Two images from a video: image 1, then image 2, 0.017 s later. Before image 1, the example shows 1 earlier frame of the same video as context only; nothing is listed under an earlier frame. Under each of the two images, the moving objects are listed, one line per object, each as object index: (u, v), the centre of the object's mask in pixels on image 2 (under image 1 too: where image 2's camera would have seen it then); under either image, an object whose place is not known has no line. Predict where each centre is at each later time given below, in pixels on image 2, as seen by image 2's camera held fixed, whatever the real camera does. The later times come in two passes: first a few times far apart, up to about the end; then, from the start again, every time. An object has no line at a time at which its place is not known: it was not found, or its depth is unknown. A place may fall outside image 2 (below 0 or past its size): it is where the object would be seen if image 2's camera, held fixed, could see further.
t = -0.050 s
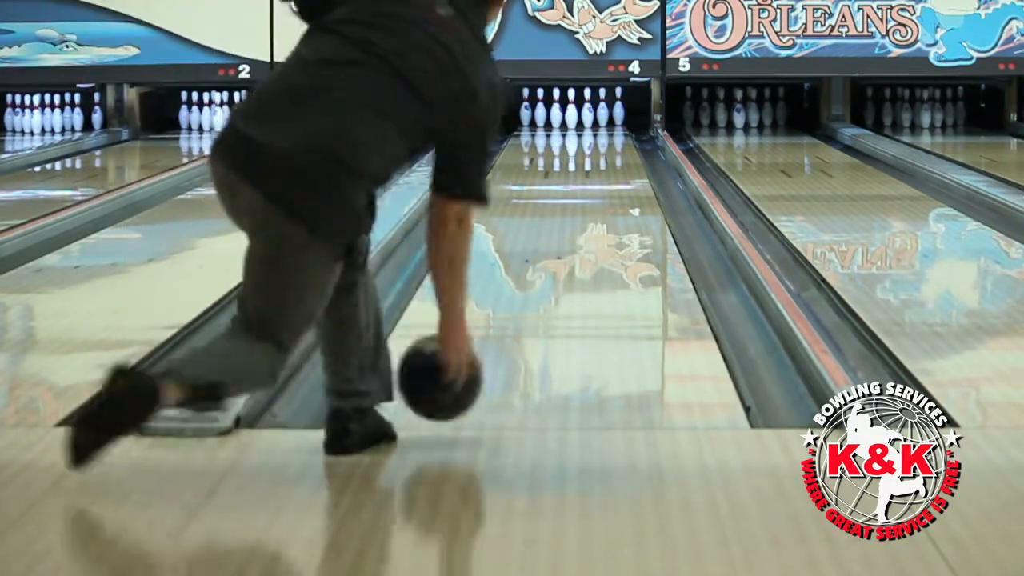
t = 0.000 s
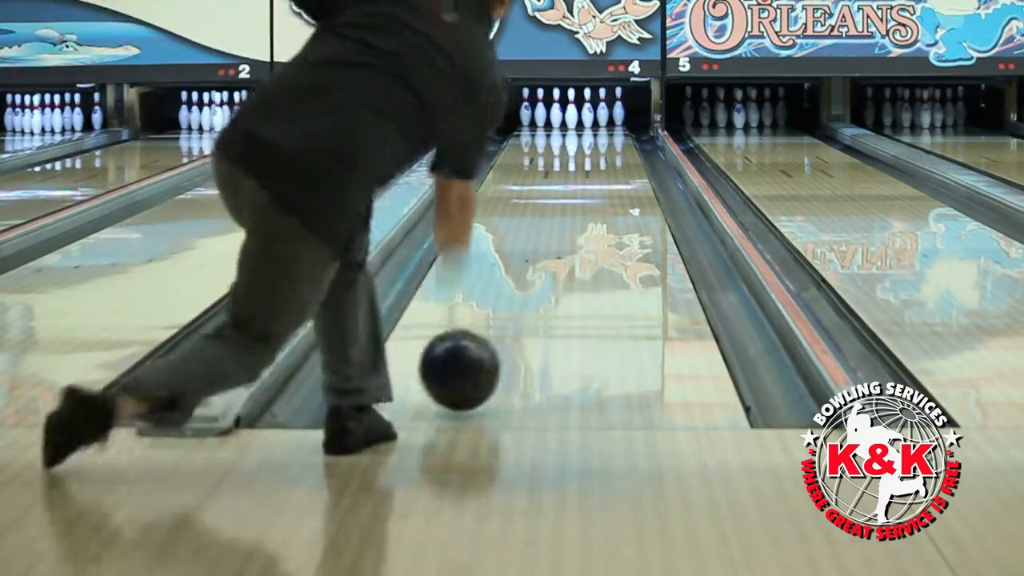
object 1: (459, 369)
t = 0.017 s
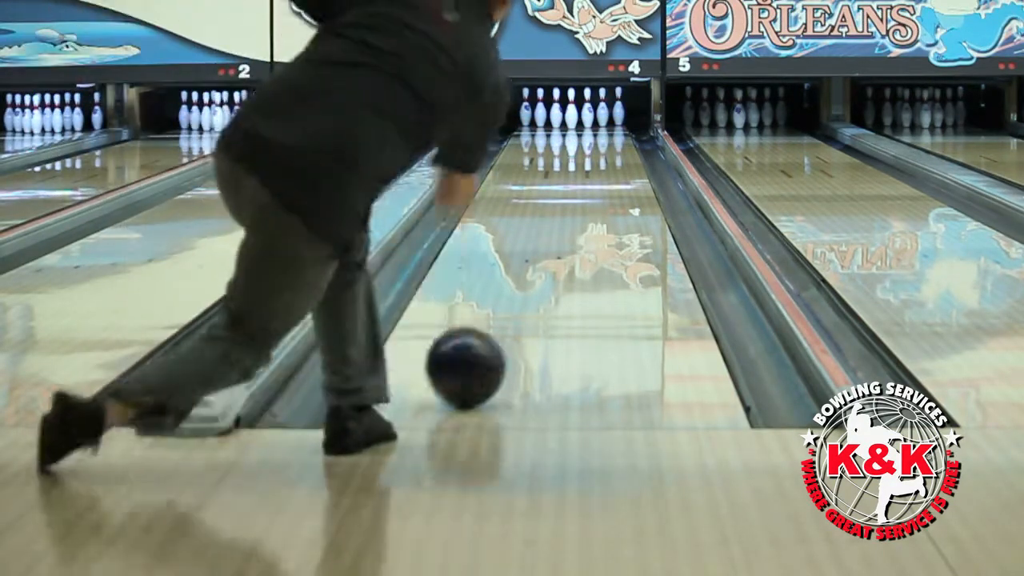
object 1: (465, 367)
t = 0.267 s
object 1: (529, 287)
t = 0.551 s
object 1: (572, 231)
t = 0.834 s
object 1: (598, 196)
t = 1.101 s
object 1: (614, 171)
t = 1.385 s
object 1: (622, 152)
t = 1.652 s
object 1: (620, 140)
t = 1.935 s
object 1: (607, 128)
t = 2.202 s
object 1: (586, 120)
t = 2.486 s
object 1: (579, 116)
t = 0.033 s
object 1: (471, 360)
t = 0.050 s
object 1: (476, 353)
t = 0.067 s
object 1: (481, 347)
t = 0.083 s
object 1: (486, 341)
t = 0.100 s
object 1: (491, 335)
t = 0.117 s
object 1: (495, 330)
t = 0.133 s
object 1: (500, 324)
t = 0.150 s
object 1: (504, 319)
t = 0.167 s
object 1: (508, 314)
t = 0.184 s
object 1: (512, 309)
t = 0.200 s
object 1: (516, 305)
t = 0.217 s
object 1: (519, 300)
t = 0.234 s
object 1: (523, 296)
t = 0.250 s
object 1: (526, 291)
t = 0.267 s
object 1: (529, 287)
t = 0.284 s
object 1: (532, 283)
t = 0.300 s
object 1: (536, 279)
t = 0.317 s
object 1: (539, 275)
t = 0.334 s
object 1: (541, 271)
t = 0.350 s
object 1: (544, 268)
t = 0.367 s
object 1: (547, 264)
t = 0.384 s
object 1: (550, 260)
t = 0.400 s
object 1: (552, 257)
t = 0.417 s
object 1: (555, 254)
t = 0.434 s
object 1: (557, 251)
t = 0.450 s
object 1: (559, 248)
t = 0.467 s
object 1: (562, 245)
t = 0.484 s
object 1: (564, 242)
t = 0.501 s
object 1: (566, 239)
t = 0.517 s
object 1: (568, 237)
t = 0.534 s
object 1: (570, 234)
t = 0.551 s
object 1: (572, 231)
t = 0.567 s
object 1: (574, 229)
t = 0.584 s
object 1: (576, 227)
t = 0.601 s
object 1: (578, 224)
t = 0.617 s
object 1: (579, 222)
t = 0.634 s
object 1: (581, 220)
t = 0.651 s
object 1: (582, 218)
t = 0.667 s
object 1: (584, 215)
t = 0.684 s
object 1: (586, 213)
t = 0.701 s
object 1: (587, 211)
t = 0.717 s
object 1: (589, 209)
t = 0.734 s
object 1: (590, 207)
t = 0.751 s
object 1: (592, 205)
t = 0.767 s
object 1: (593, 203)
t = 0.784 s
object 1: (594, 201)
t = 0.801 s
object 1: (596, 199)
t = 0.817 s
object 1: (597, 197)
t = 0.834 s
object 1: (598, 196)
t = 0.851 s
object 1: (599, 194)
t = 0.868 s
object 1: (601, 192)
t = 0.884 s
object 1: (601, 191)
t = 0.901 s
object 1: (603, 189)
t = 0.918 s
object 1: (604, 187)
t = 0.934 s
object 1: (605, 186)
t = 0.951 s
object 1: (606, 185)
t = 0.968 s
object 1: (607, 183)
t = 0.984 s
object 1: (608, 182)
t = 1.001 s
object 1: (609, 180)
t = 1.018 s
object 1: (609, 179)
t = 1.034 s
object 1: (611, 177)
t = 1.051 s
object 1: (611, 176)
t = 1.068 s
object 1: (612, 174)
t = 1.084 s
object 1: (613, 173)
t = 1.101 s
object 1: (614, 171)
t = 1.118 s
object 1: (614, 170)
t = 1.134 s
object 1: (615, 169)
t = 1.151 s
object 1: (616, 168)
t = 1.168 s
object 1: (616, 166)
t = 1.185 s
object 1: (617, 165)
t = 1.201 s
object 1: (618, 164)
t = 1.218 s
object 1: (618, 163)
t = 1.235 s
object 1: (618, 162)
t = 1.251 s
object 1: (619, 161)
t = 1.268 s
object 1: (619, 160)
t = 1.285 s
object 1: (620, 159)
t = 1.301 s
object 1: (620, 158)
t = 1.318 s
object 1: (621, 156)
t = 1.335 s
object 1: (621, 155)
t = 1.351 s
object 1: (621, 154)
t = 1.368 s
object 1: (622, 153)
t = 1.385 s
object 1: (622, 152)
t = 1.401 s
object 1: (622, 151)
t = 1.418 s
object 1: (622, 150)
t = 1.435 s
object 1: (622, 149)
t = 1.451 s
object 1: (622, 149)
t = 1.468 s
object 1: (622, 148)
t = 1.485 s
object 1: (622, 147)
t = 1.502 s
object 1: (622, 146)
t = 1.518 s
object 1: (622, 145)
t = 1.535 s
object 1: (622, 143)
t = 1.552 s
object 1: (622, 143)
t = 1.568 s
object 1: (621, 142)
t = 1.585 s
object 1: (621, 141)
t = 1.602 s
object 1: (621, 141)
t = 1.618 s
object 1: (621, 141)
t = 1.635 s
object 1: (621, 140)
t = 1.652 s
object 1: (620, 140)
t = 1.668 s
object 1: (619, 139)
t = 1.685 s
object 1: (619, 138)
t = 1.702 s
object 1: (618, 137)
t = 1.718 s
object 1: (617, 137)
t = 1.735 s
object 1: (617, 136)
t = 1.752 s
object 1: (616, 135)
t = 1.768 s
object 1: (615, 135)
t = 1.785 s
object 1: (614, 134)
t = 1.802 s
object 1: (614, 133)
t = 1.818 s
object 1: (613, 133)
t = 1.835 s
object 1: (612, 132)
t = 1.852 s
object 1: (612, 131)
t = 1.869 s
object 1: (611, 131)
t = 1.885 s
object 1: (609, 130)
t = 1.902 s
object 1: (608, 129)
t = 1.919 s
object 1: (608, 129)
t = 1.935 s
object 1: (607, 128)
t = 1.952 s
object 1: (606, 128)
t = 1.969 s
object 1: (604, 127)
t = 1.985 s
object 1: (603, 127)
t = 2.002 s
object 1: (602, 126)
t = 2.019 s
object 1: (601, 126)
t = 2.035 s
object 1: (599, 125)
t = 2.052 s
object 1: (598, 124)
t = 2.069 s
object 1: (597, 124)
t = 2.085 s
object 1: (595, 123)
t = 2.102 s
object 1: (594, 123)
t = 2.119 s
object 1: (592, 122)
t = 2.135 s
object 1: (591, 122)
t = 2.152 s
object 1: (590, 121)
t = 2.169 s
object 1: (589, 120)
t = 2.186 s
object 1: (587, 120)
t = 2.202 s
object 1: (586, 120)
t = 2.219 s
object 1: (585, 120)
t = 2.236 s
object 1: (584, 120)
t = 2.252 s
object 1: (582, 119)
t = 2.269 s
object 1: (581, 118)
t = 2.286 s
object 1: (580, 118)
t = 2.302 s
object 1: (580, 118)
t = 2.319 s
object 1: (581, 118)
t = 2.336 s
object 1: (581, 117)
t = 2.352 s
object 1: (580, 117)
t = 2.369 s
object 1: (580, 117)
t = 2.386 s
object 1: (579, 116)
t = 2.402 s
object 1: (579, 116)
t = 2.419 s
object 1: (579, 116)
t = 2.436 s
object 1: (579, 117)
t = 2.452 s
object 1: (580, 116)
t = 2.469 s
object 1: (579, 116)
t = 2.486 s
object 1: (579, 116)
